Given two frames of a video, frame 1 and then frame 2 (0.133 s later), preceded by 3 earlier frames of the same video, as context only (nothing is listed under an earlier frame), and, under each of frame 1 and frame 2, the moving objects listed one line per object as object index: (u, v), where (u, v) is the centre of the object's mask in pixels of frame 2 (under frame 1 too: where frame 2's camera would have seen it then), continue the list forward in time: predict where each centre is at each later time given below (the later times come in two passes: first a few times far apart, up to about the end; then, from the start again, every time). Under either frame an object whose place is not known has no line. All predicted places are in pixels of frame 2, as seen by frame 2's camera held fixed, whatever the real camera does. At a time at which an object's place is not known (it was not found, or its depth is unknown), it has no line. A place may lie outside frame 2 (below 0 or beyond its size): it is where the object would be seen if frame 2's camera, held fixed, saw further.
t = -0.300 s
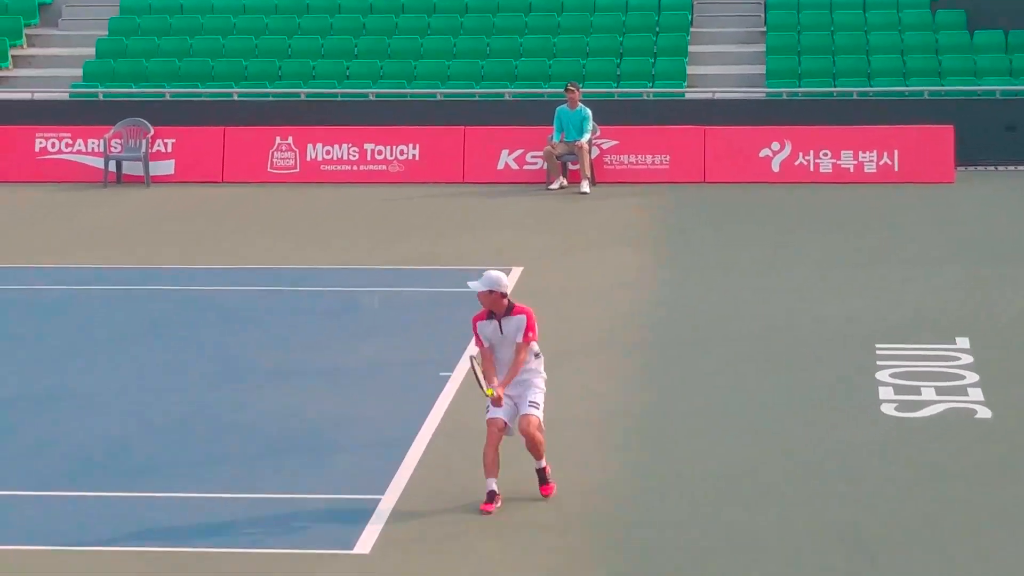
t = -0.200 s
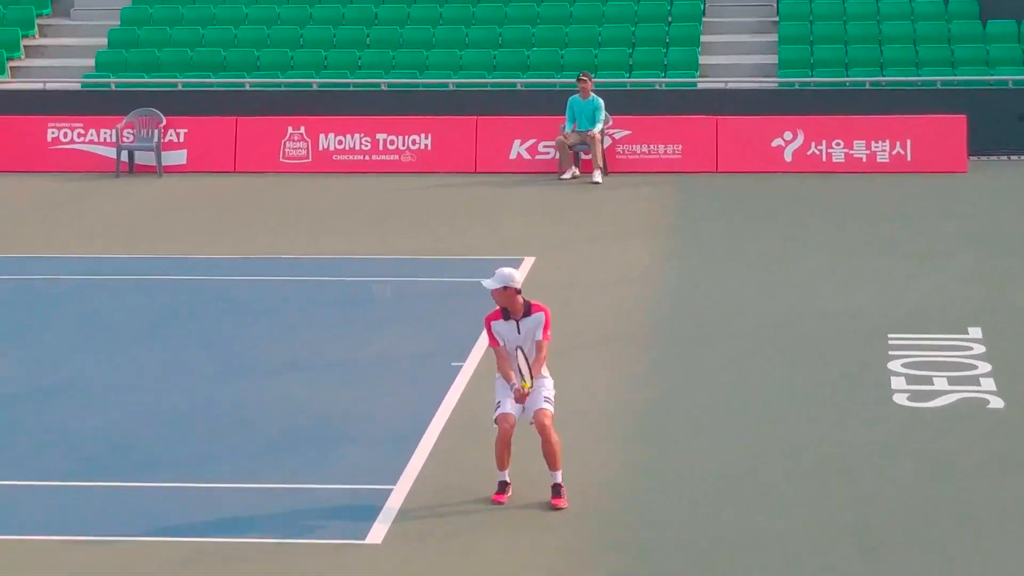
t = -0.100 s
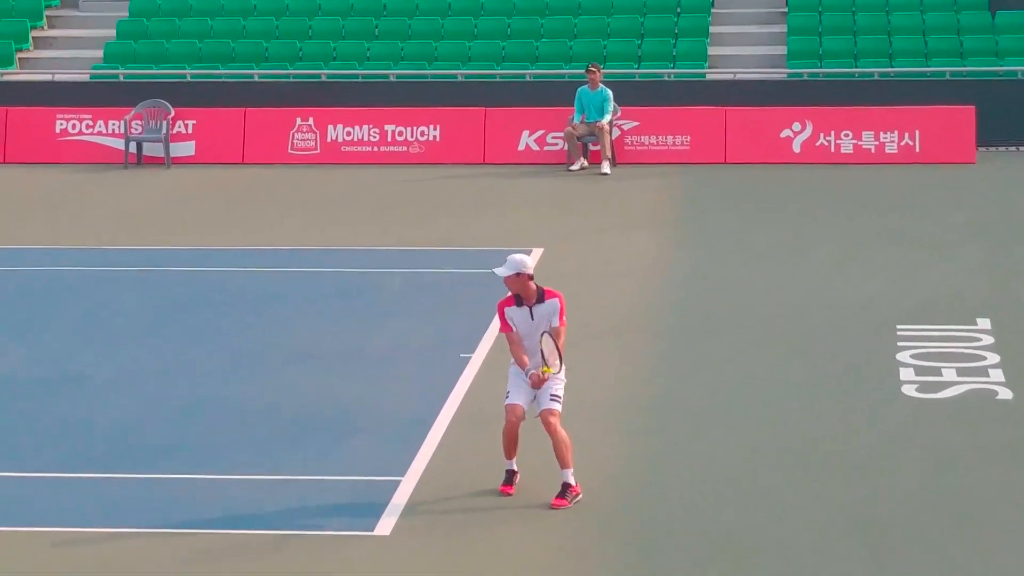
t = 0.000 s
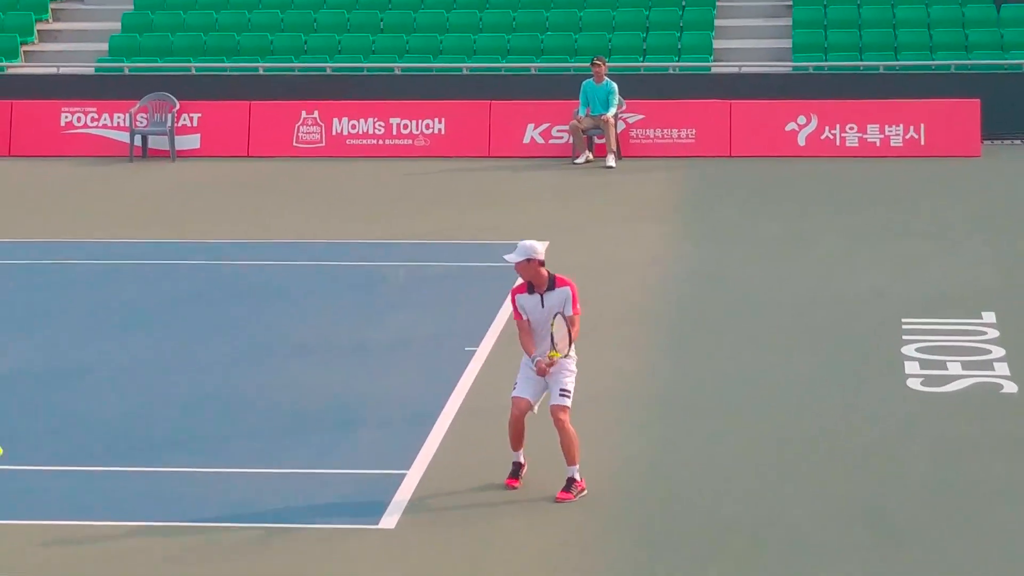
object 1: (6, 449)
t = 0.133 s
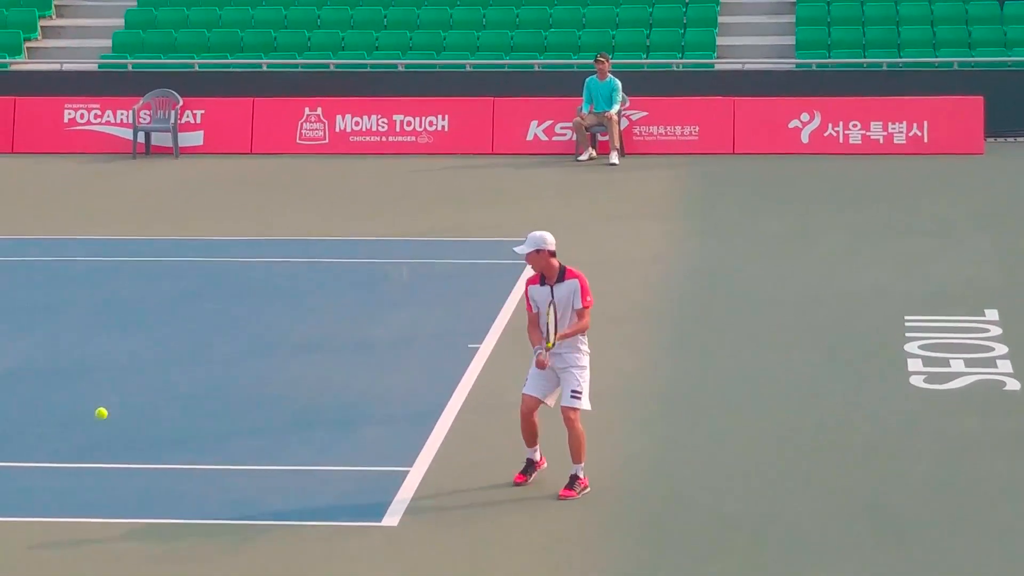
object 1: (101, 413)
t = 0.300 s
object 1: (236, 408)
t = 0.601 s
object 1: (497, 523)
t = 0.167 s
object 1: (127, 409)
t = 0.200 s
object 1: (154, 405)
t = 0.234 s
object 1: (181, 404)
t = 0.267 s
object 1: (208, 405)
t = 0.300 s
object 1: (236, 408)
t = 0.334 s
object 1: (263, 413)
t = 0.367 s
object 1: (292, 419)
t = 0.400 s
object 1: (321, 428)
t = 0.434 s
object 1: (350, 439)
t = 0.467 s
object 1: (379, 451)
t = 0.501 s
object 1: (408, 466)
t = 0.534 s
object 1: (438, 483)
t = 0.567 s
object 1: (468, 501)
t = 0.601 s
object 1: (497, 523)
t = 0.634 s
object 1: (527, 546)
